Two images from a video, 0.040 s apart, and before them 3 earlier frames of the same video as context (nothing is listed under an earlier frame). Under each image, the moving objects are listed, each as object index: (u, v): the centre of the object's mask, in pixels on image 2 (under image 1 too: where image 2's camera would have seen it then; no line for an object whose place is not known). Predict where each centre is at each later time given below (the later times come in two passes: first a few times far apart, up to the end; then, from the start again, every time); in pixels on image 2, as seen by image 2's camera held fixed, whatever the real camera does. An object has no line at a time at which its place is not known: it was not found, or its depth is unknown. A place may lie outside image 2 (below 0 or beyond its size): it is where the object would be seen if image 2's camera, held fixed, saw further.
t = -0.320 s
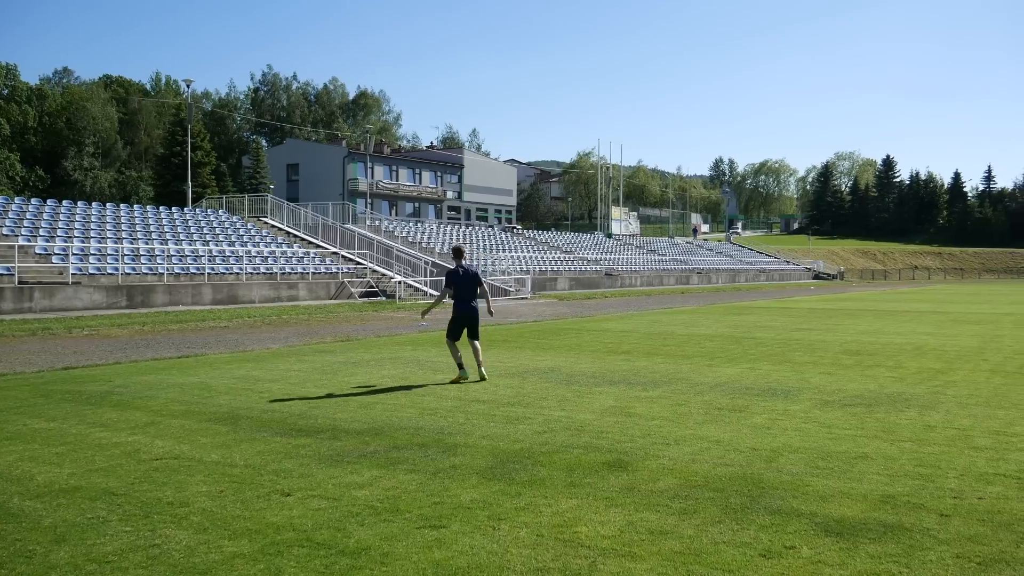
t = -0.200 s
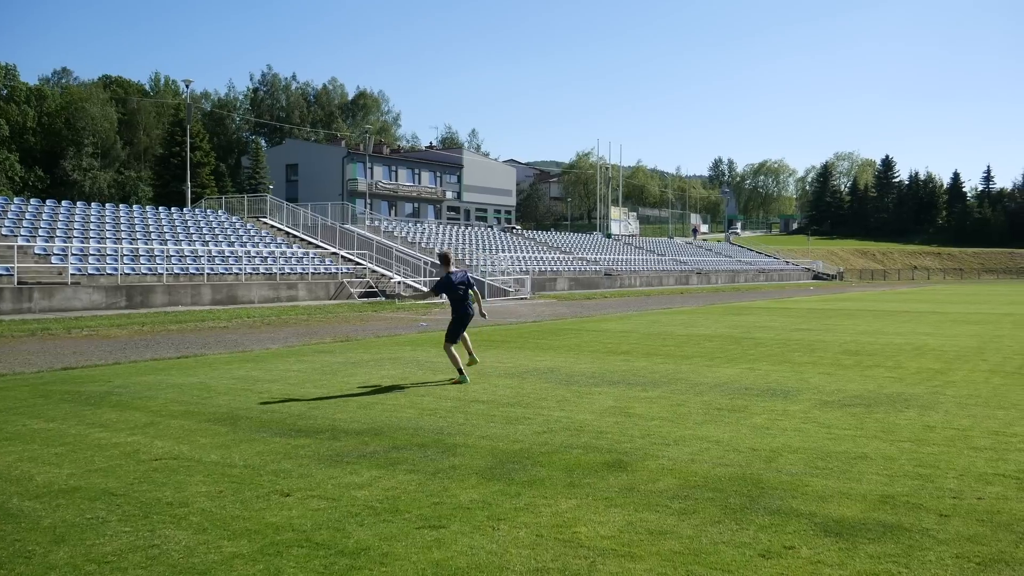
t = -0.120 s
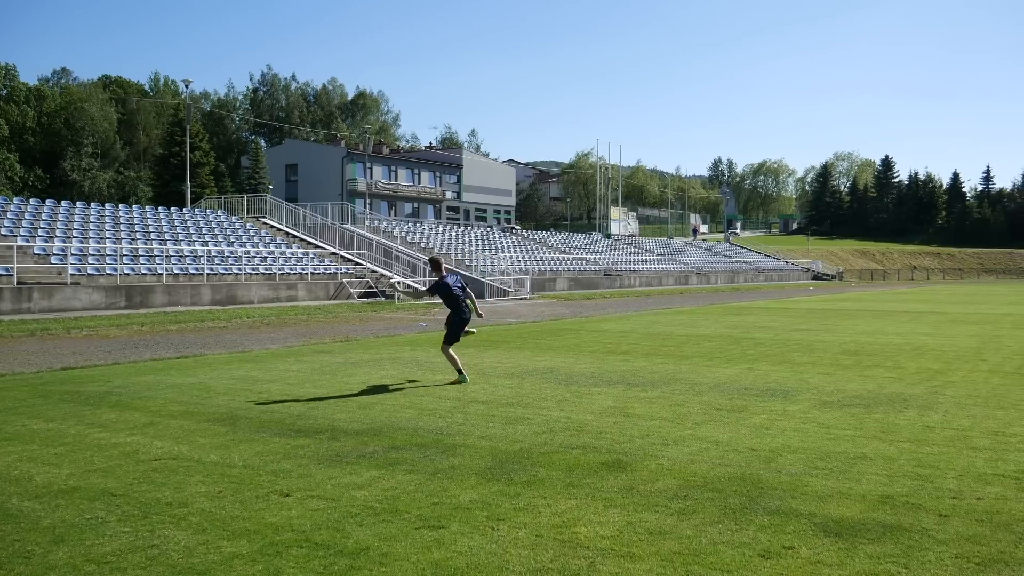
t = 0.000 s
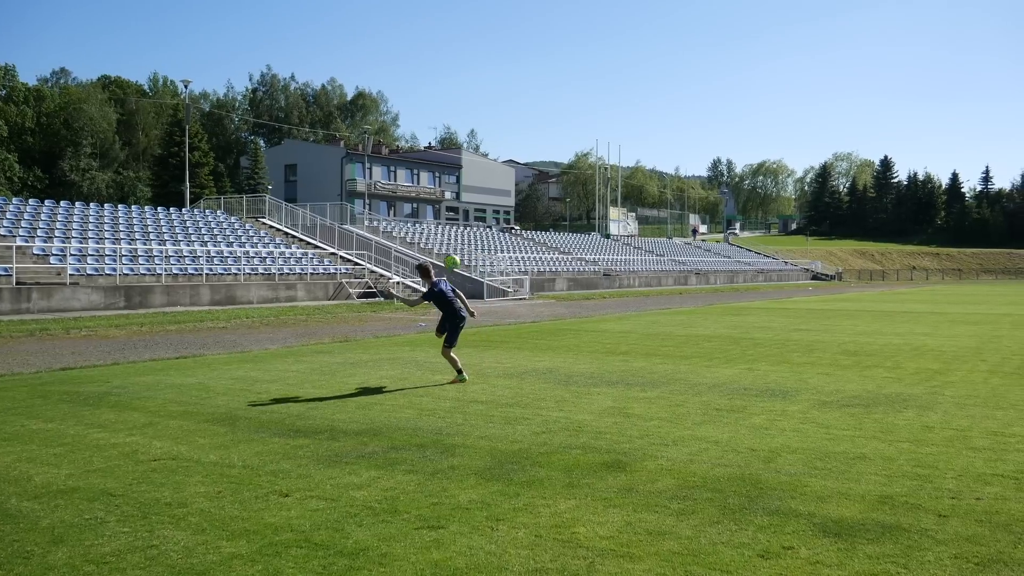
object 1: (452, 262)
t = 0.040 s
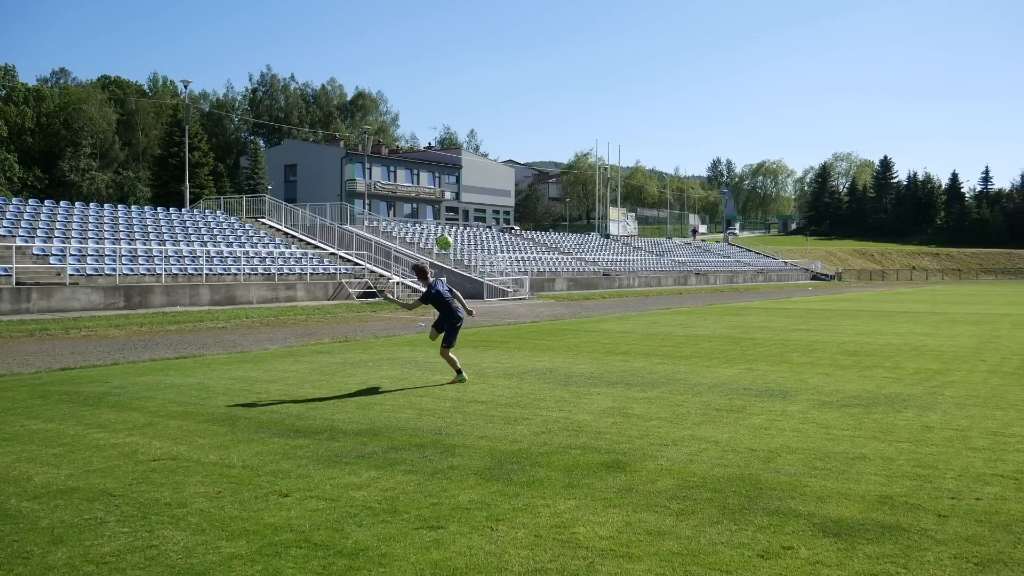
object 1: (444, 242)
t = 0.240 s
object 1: (405, 160)
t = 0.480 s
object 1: (352, 137)
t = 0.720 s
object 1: (304, 231)
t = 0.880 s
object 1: (270, 340)
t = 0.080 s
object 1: (437, 223)
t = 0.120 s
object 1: (429, 206)
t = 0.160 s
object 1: (421, 189)
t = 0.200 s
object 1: (413, 173)
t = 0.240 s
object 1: (405, 160)
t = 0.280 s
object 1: (397, 149)
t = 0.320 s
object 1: (388, 140)
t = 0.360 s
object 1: (379, 134)
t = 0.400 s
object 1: (370, 132)
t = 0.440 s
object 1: (361, 132)
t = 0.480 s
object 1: (352, 137)
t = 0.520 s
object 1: (344, 146)
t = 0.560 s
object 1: (335, 157)
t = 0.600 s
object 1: (327, 172)
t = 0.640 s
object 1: (320, 190)
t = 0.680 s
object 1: (312, 209)
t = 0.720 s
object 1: (304, 231)
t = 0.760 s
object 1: (296, 255)
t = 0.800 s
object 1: (288, 282)
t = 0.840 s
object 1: (278, 310)
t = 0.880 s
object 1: (270, 340)
